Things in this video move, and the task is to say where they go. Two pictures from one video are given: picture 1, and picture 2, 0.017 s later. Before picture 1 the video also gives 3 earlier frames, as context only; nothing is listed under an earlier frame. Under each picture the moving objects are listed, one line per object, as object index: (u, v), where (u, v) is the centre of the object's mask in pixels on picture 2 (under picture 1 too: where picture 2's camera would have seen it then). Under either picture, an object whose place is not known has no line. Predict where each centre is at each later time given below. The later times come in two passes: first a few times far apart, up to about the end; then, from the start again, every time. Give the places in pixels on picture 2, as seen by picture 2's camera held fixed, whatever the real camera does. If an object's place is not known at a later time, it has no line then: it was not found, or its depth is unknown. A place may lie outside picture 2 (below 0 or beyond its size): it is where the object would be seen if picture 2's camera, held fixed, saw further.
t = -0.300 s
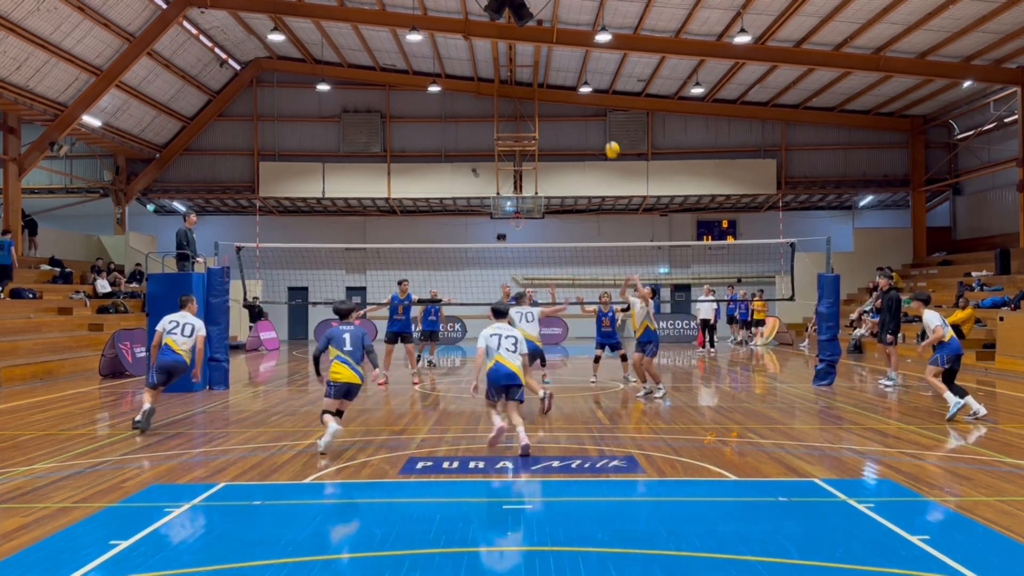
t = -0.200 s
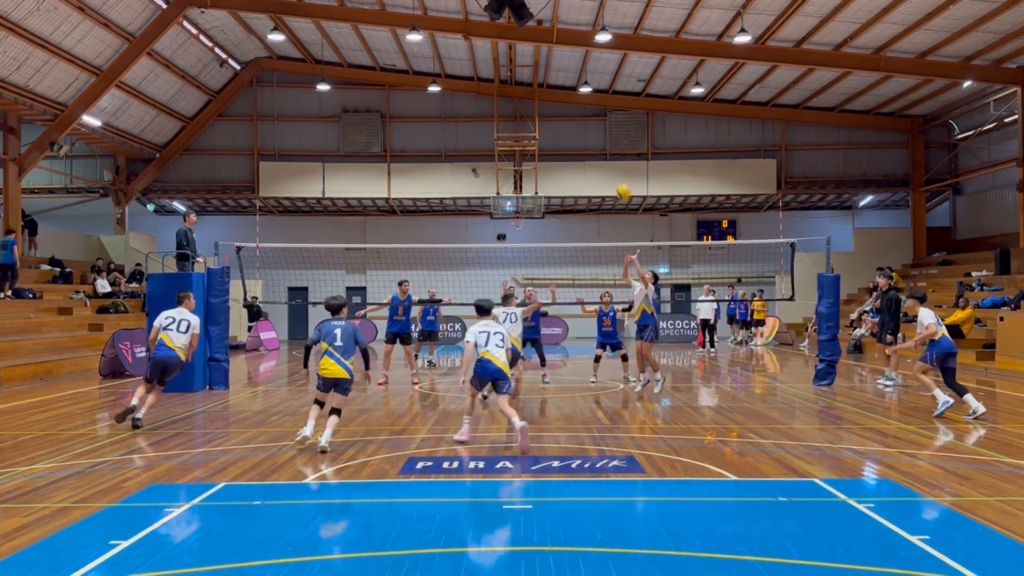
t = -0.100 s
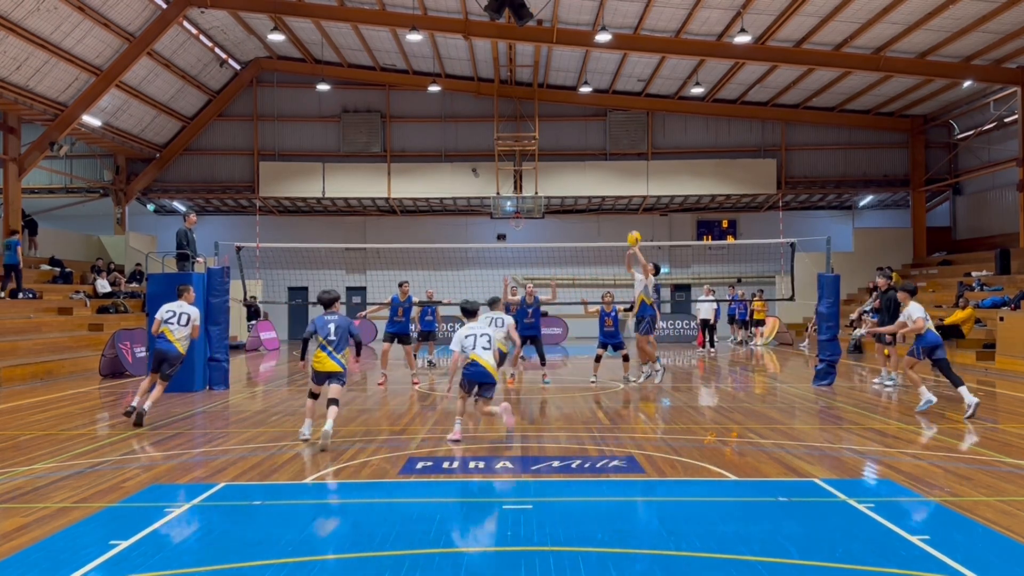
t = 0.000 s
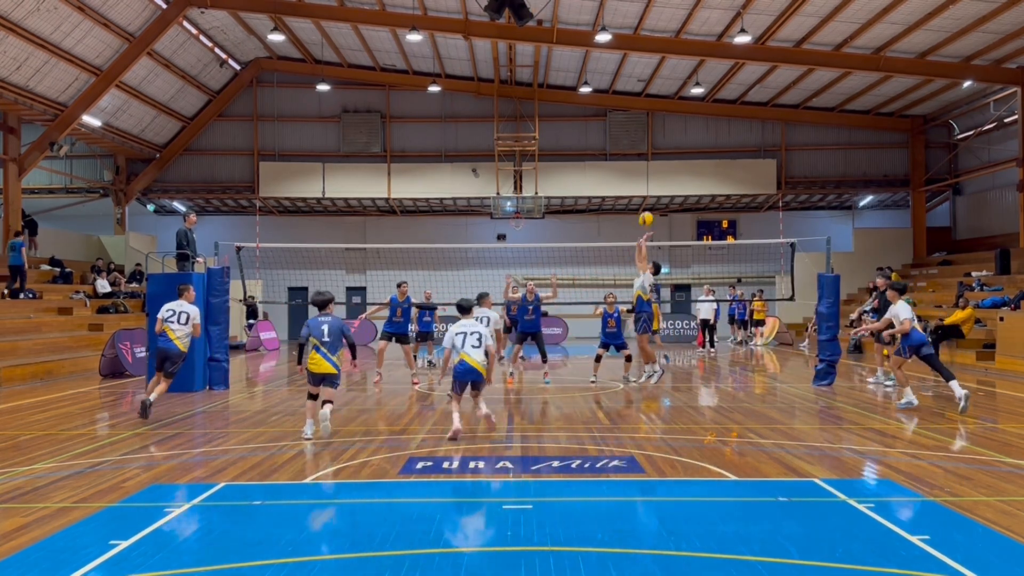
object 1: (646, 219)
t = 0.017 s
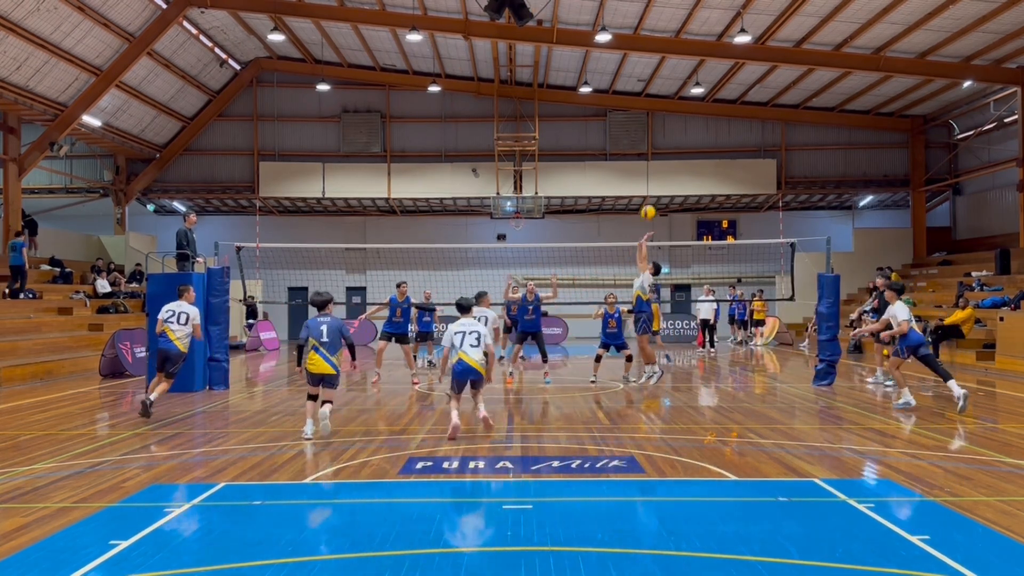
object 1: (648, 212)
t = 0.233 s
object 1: (675, 148)
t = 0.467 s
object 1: (702, 117)
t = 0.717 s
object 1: (730, 121)
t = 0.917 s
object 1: (751, 151)
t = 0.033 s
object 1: (650, 206)
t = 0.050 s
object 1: (652, 201)
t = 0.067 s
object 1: (655, 195)
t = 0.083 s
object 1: (657, 189)
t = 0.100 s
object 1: (659, 183)
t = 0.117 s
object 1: (661, 178)
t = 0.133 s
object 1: (663, 173)
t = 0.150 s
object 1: (664, 168)
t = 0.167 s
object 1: (667, 164)
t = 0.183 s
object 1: (669, 159)
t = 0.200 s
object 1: (671, 155)
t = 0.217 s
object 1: (673, 152)
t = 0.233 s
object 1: (675, 148)
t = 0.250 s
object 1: (677, 145)
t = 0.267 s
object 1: (679, 142)
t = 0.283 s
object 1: (681, 139)
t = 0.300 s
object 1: (683, 136)
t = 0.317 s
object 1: (685, 133)
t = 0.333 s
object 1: (687, 130)
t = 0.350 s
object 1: (689, 128)
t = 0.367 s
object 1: (691, 126)
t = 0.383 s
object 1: (693, 124)
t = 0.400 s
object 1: (695, 122)
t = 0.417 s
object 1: (697, 120)
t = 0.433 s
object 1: (699, 119)
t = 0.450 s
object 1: (700, 118)
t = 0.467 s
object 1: (702, 117)
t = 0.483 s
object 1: (704, 116)
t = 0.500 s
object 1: (706, 115)
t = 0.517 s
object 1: (708, 114)
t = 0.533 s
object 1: (710, 114)
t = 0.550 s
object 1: (712, 114)
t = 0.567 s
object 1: (714, 114)
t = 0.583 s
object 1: (716, 114)
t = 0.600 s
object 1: (718, 114)
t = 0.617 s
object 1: (719, 115)
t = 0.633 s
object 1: (721, 115)
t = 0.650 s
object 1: (723, 116)
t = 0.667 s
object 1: (725, 117)
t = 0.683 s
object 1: (727, 118)
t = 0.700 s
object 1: (728, 120)
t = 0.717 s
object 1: (730, 121)
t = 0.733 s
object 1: (732, 123)
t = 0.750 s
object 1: (734, 125)
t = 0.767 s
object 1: (736, 127)
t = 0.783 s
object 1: (737, 129)
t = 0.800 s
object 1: (739, 131)
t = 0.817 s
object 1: (741, 133)
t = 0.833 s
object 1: (743, 136)
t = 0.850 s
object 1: (745, 139)
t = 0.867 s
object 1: (746, 142)
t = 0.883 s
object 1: (748, 145)
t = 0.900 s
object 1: (749, 148)
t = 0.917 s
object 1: (751, 151)
